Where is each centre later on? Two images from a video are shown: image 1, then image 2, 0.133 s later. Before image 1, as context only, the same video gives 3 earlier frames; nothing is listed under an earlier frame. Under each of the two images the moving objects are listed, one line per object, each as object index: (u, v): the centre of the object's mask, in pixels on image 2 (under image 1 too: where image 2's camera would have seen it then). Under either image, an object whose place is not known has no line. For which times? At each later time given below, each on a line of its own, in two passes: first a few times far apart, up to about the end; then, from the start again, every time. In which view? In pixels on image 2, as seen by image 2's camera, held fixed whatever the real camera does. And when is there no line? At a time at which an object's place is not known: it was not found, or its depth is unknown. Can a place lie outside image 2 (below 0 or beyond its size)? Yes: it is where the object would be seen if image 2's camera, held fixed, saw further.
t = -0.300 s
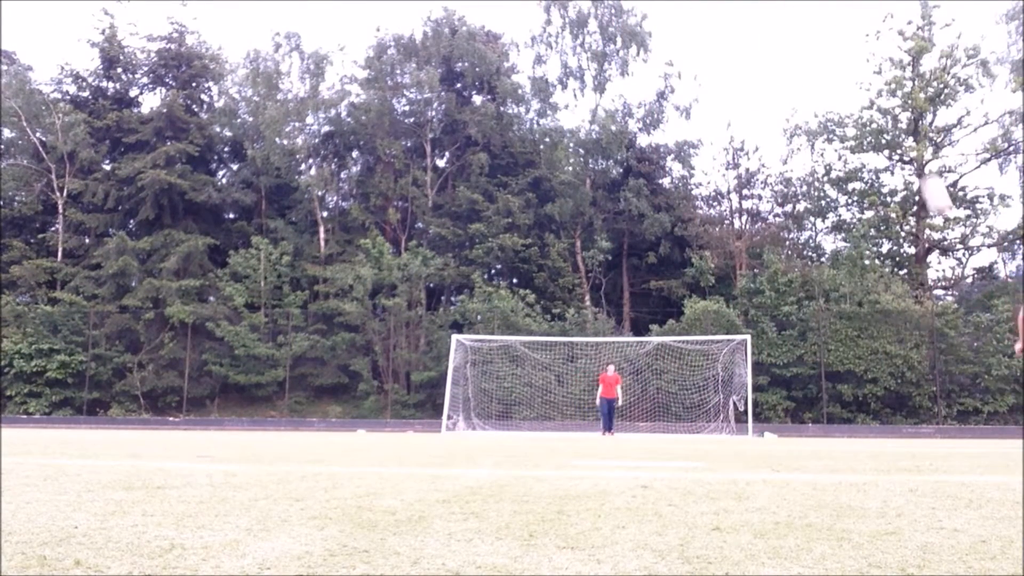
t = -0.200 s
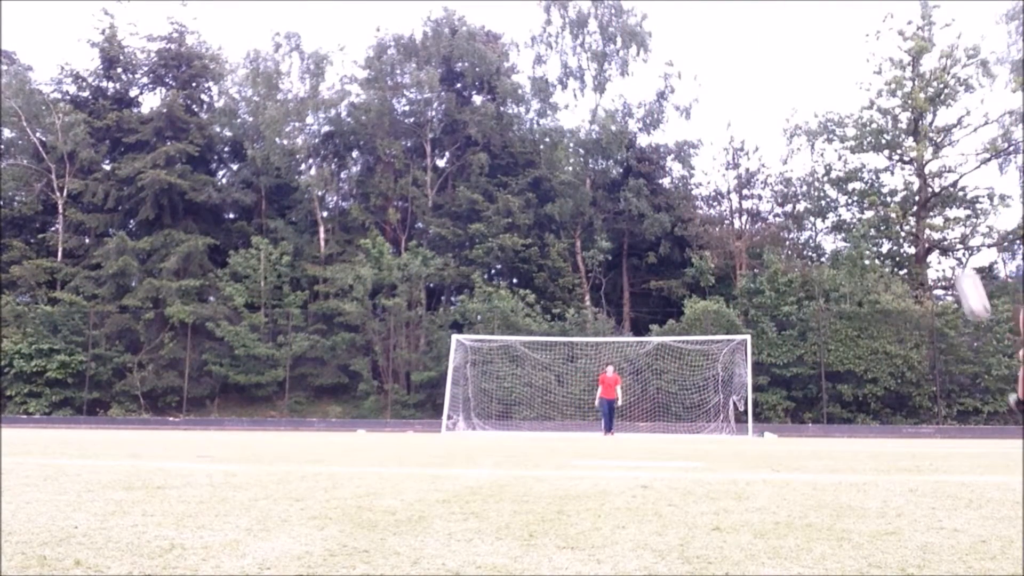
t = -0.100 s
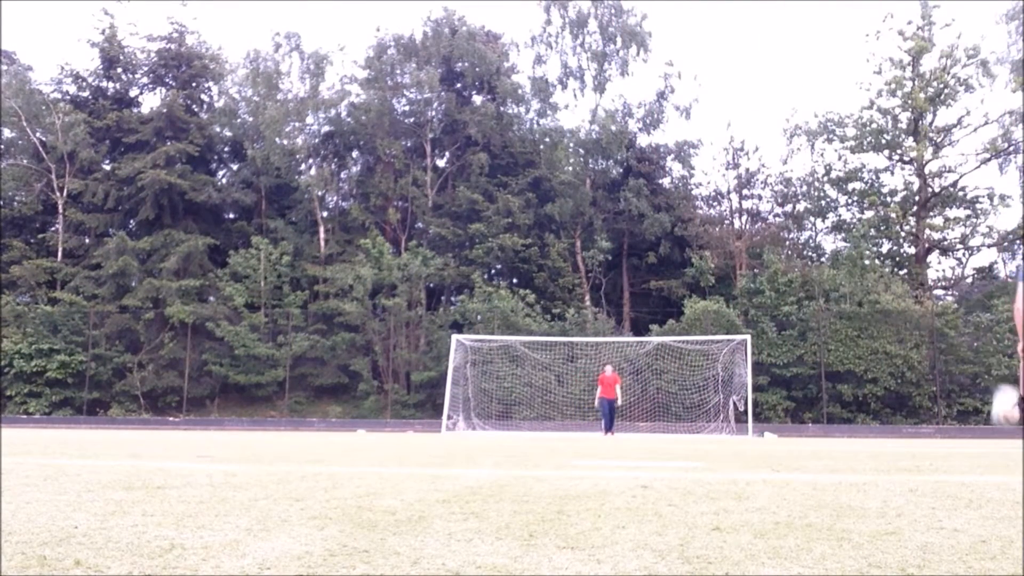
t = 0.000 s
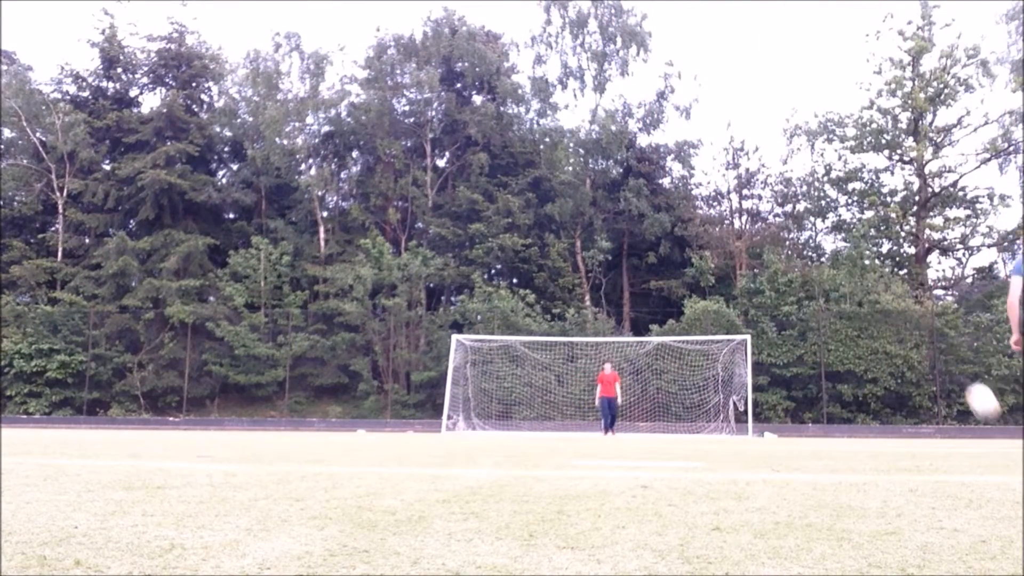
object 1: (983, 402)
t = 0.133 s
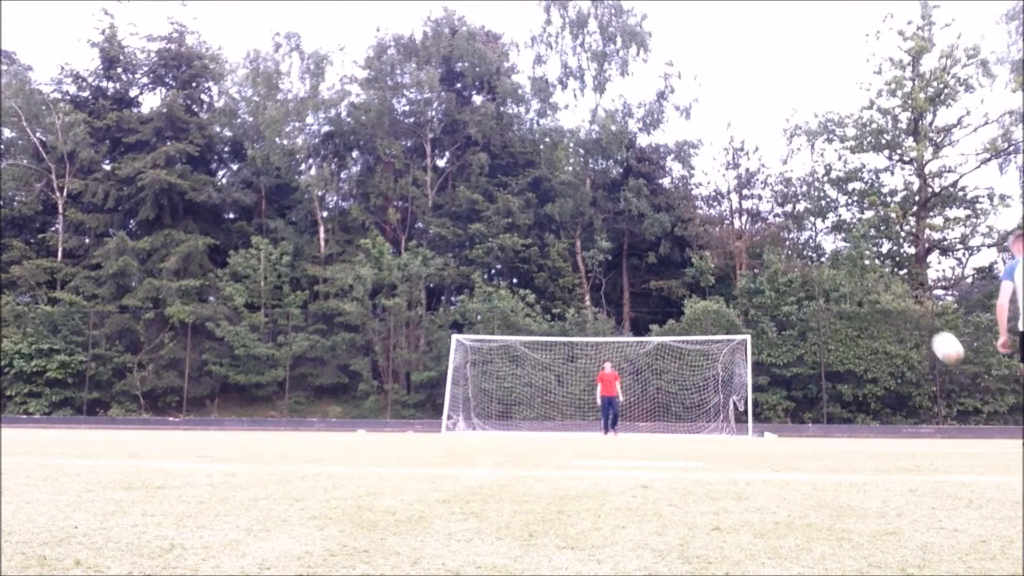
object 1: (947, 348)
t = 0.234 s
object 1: (924, 322)
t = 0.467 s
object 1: (874, 309)
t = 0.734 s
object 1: (829, 357)
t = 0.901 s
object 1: (804, 417)
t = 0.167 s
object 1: (939, 338)
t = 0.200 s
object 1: (931, 330)
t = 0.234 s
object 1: (924, 322)
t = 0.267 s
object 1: (916, 317)
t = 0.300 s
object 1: (908, 312)
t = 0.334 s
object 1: (901, 310)
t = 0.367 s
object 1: (894, 308)
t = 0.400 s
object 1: (887, 307)
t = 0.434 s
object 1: (881, 307)
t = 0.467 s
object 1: (874, 309)
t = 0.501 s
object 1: (868, 311)
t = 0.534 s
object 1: (862, 315)
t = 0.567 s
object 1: (856, 319)
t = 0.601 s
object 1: (850, 325)
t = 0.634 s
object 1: (844, 332)
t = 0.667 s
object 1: (839, 339)
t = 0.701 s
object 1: (833, 348)
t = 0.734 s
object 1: (829, 357)
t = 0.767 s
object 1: (823, 368)
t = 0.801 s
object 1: (818, 380)
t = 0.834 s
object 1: (814, 391)
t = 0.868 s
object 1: (808, 405)
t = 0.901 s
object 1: (804, 417)
